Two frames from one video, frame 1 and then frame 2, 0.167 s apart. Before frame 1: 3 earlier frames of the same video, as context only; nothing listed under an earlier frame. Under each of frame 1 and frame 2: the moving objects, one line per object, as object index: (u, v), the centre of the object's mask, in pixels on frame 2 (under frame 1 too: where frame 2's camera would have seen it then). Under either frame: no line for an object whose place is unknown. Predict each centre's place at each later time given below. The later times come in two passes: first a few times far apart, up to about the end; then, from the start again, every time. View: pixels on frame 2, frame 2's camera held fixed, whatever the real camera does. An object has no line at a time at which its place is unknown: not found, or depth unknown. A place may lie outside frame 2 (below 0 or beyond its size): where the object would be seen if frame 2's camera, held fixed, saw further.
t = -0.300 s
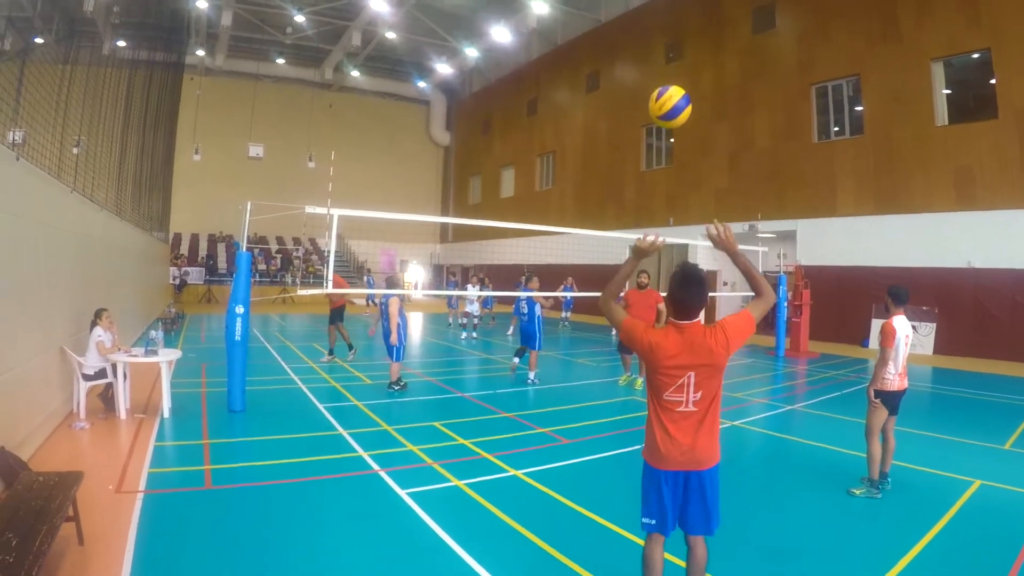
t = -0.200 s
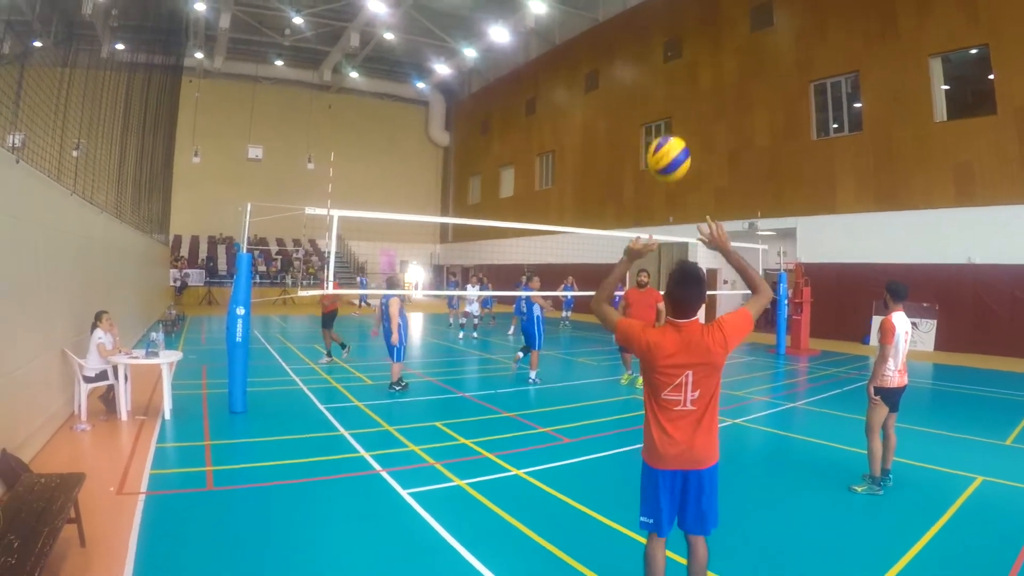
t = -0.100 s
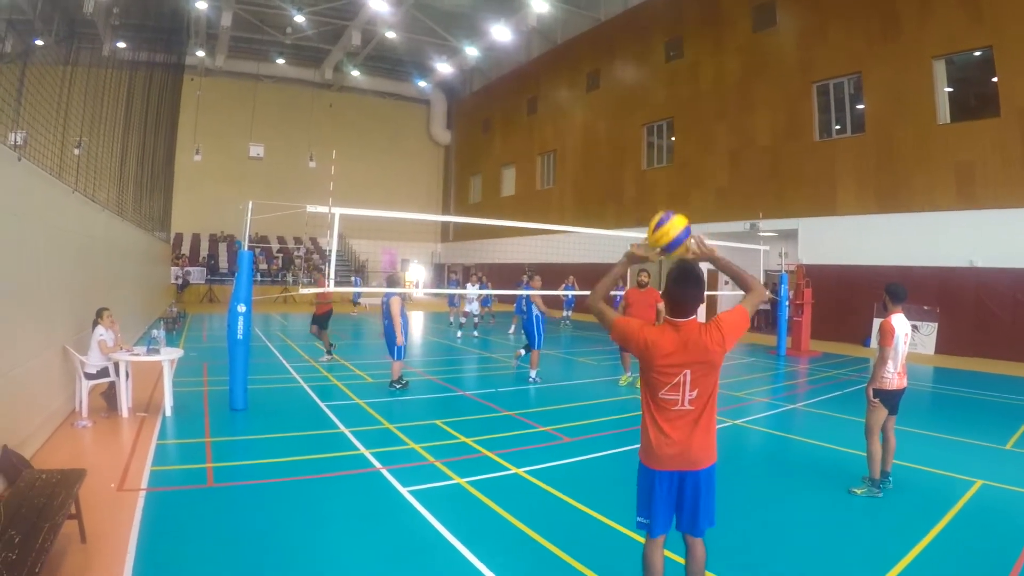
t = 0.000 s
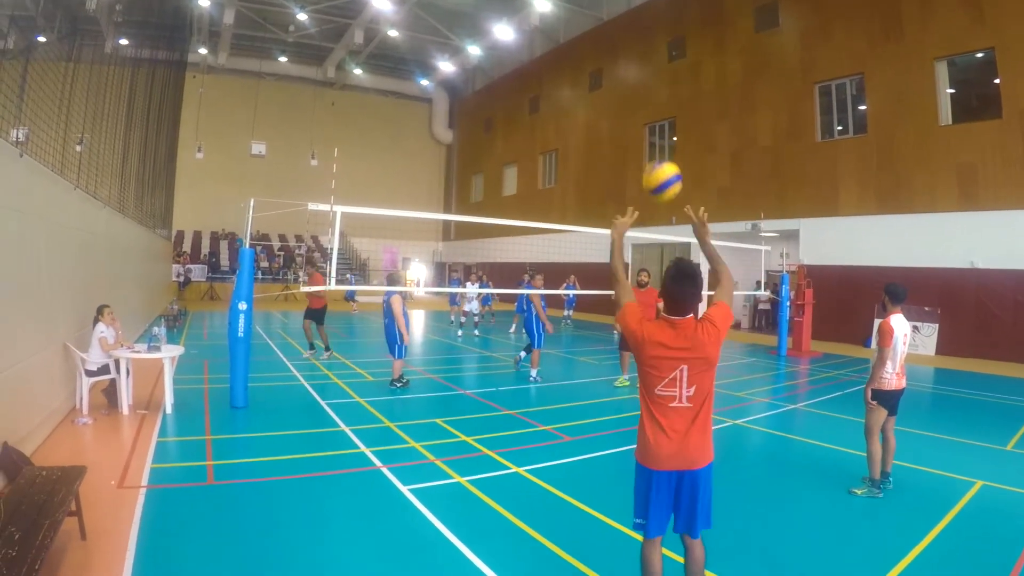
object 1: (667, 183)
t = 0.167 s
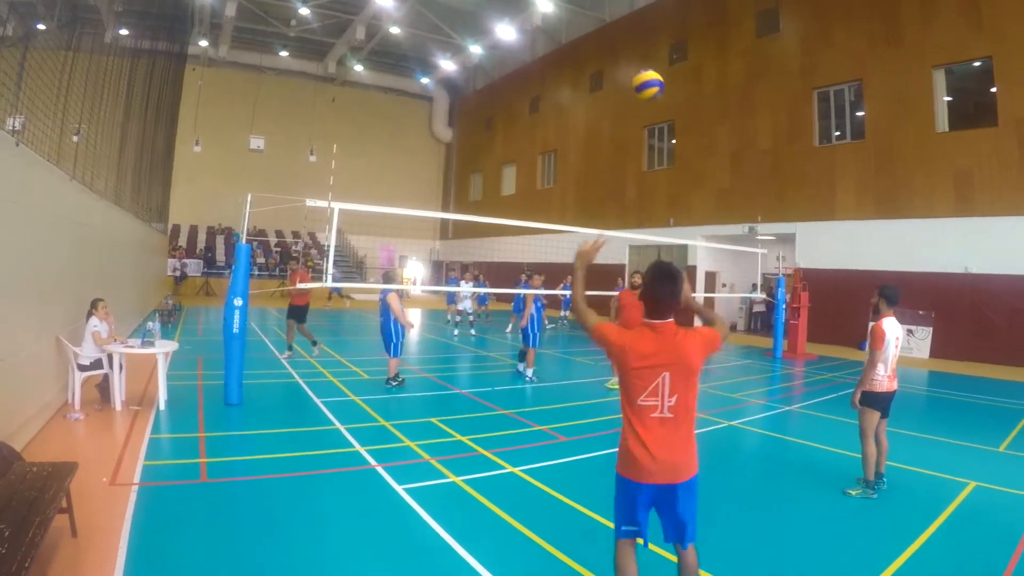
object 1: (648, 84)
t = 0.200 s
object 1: (646, 75)
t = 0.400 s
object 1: (638, 53)
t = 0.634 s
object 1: (631, 82)
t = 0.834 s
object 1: (626, 138)
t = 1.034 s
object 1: (620, 213)
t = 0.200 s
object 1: (646, 75)
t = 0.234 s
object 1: (645, 67)
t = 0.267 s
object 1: (643, 61)
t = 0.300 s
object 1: (642, 57)
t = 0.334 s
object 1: (641, 55)
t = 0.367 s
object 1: (640, 53)
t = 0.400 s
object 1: (638, 53)
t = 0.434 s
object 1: (637, 55)
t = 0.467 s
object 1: (638, 56)
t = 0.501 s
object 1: (637, 60)
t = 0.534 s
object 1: (636, 63)
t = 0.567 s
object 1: (634, 69)
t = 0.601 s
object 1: (633, 75)
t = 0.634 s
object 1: (631, 82)
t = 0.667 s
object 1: (630, 90)
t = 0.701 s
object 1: (629, 98)
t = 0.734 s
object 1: (628, 107)
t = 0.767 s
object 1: (627, 116)
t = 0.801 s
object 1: (627, 127)
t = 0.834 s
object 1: (626, 138)
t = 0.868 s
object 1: (625, 149)
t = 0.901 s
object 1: (624, 161)
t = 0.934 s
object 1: (623, 173)
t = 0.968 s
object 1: (622, 186)
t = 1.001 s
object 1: (621, 199)
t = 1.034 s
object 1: (620, 213)
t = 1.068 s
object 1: (619, 227)
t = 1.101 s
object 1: (618, 242)
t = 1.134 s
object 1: (616, 257)
